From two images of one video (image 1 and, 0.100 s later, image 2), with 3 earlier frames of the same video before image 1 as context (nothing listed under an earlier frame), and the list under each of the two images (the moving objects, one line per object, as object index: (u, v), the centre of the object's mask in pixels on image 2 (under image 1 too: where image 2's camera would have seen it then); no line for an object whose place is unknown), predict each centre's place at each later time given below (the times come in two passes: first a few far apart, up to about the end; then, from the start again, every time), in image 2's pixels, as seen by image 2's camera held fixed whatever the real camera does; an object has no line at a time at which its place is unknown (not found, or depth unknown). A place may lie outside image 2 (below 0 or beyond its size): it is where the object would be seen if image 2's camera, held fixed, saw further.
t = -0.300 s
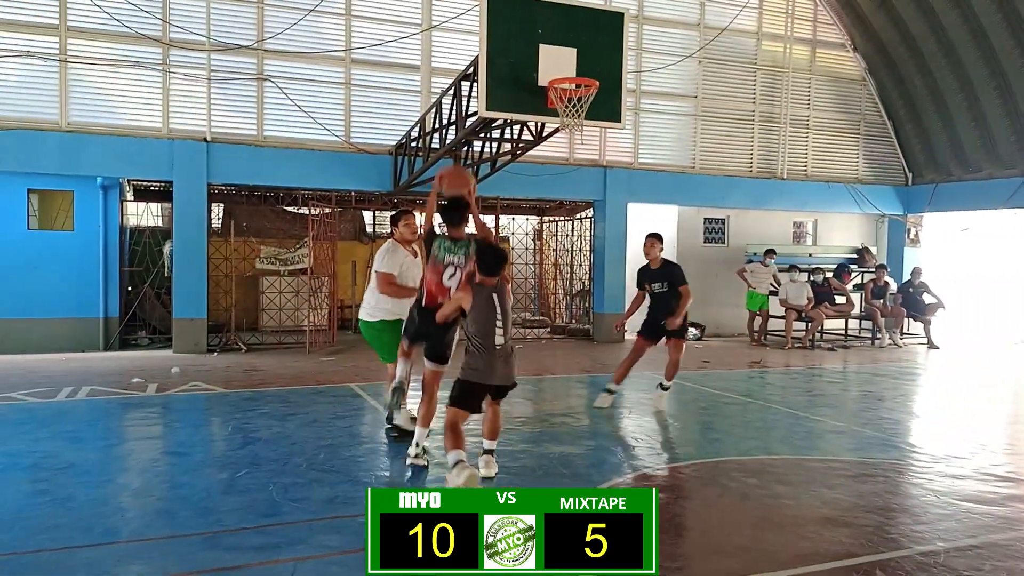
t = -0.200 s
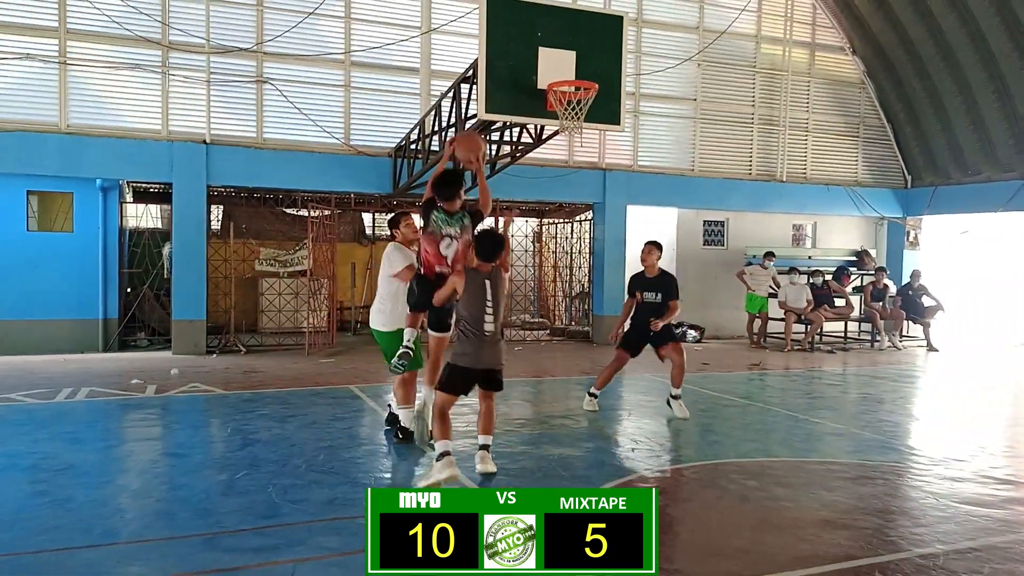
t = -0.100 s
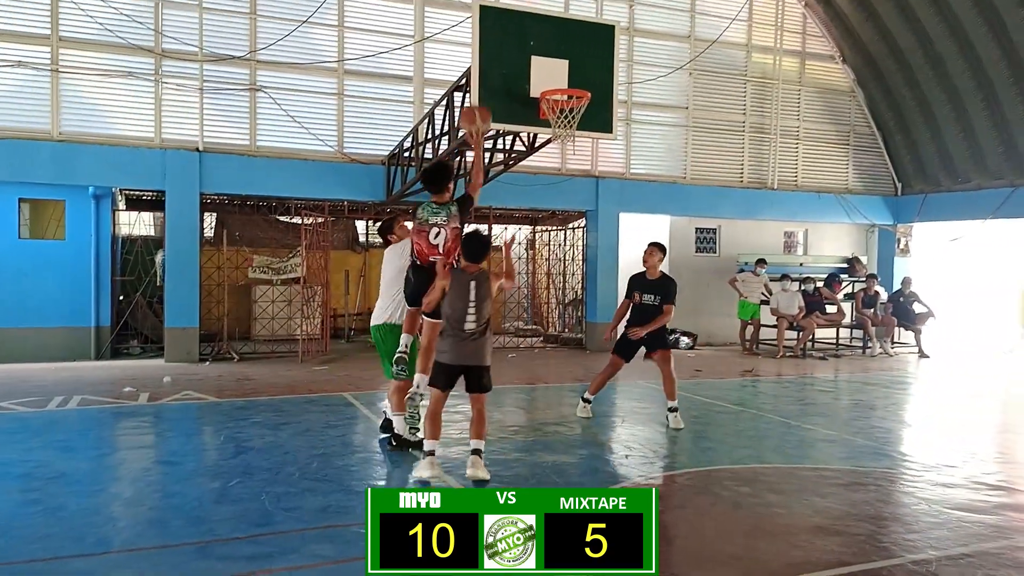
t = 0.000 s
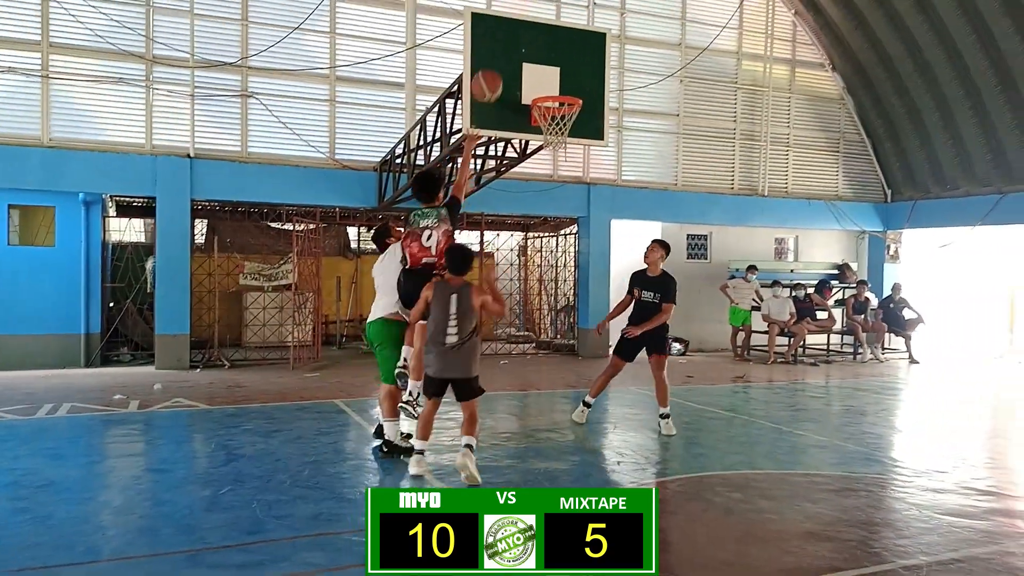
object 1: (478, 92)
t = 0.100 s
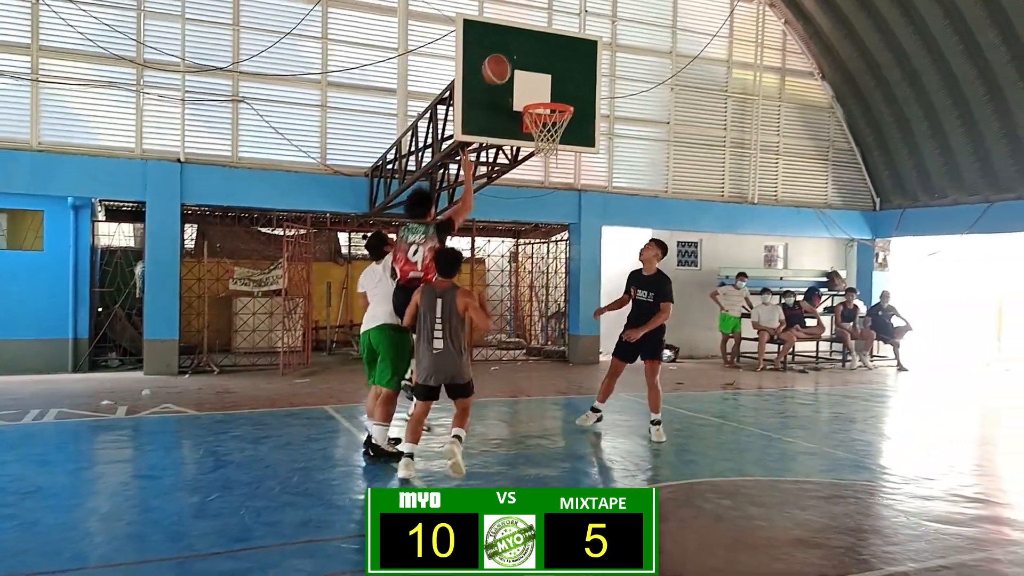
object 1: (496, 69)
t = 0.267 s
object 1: (522, 61)
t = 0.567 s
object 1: (570, 99)
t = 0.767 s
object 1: (609, 101)
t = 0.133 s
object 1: (502, 65)
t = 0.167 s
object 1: (507, 62)
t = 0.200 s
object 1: (513, 60)
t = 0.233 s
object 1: (517, 60)
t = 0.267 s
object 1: (522, 61)
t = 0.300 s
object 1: (527, 63)
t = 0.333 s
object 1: (531, 66)
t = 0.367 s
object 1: (535, 70)
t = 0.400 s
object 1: (539, 76)
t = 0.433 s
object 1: (543, 82)
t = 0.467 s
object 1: (547, 89)
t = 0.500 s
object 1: (553, 93)
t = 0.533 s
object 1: (561, 95)
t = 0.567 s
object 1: (570, 99)
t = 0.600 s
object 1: (577, 98)
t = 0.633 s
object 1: (582, 97)
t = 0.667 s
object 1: (589, 96)
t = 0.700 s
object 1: (596, 97)
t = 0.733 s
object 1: (603, 98)
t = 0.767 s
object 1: (609, 101)
